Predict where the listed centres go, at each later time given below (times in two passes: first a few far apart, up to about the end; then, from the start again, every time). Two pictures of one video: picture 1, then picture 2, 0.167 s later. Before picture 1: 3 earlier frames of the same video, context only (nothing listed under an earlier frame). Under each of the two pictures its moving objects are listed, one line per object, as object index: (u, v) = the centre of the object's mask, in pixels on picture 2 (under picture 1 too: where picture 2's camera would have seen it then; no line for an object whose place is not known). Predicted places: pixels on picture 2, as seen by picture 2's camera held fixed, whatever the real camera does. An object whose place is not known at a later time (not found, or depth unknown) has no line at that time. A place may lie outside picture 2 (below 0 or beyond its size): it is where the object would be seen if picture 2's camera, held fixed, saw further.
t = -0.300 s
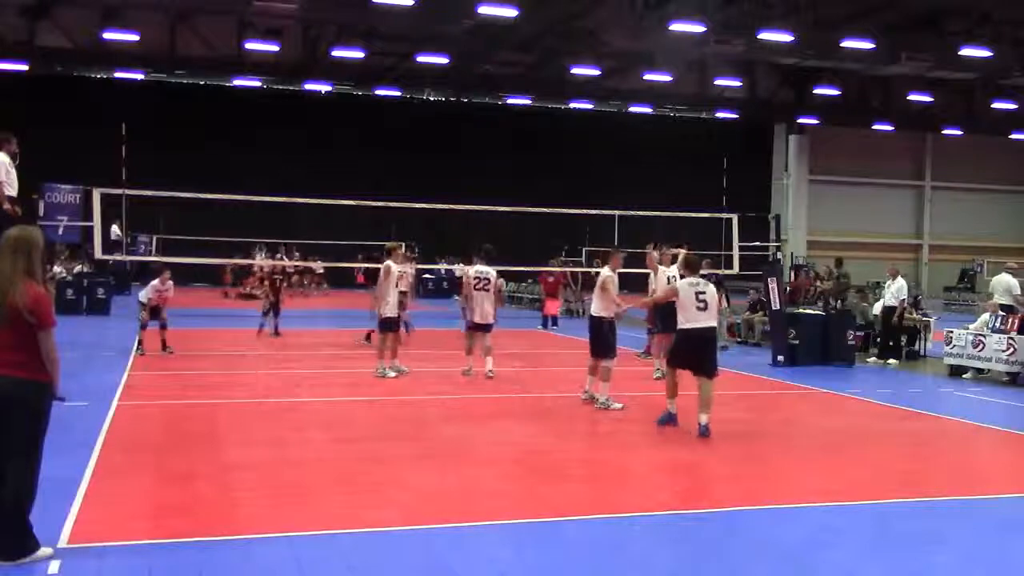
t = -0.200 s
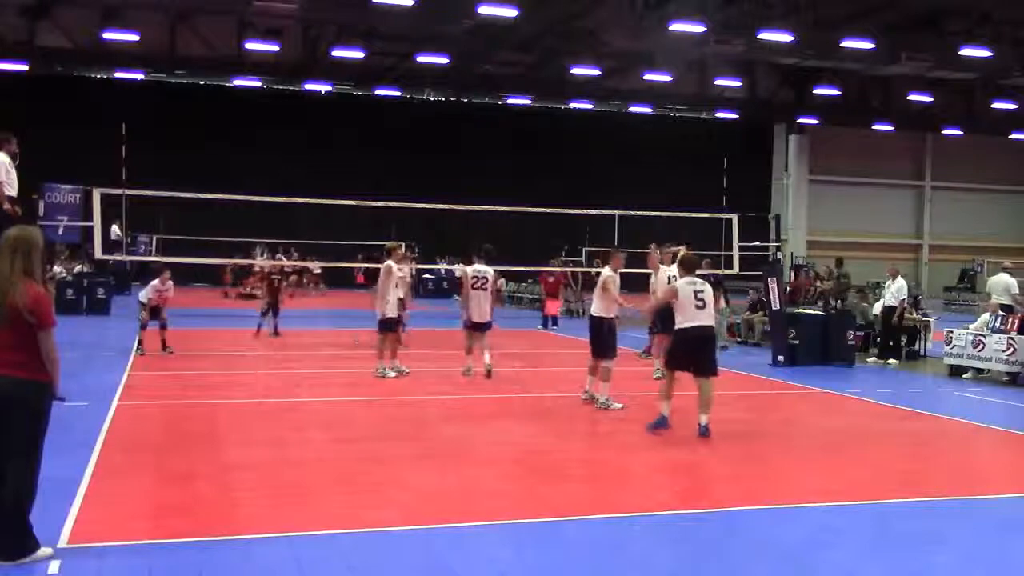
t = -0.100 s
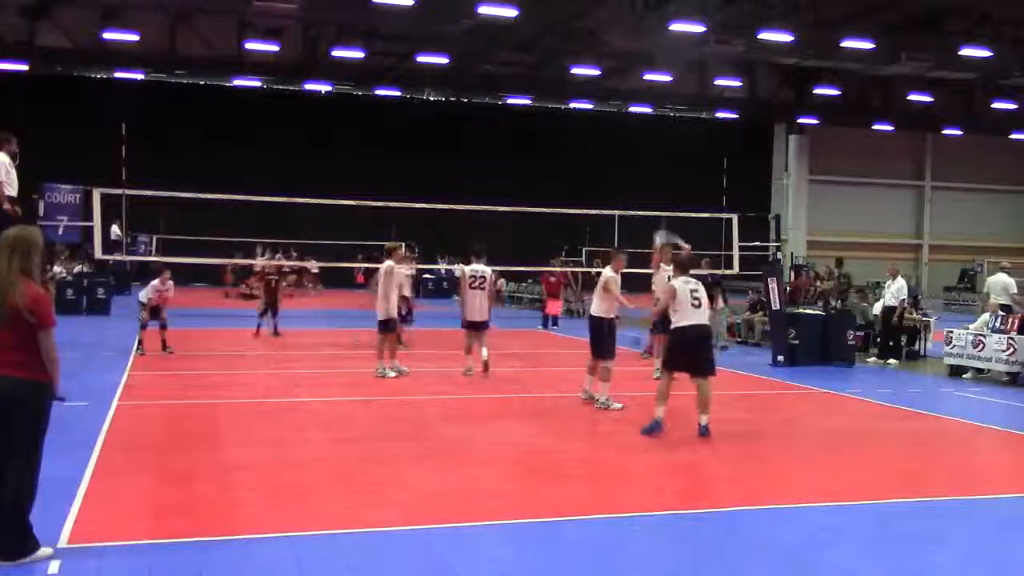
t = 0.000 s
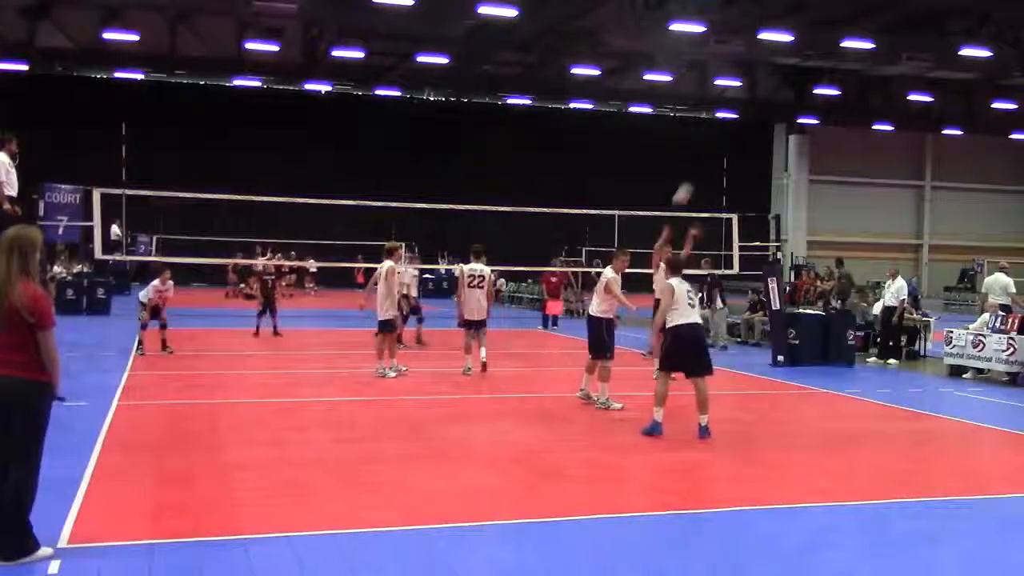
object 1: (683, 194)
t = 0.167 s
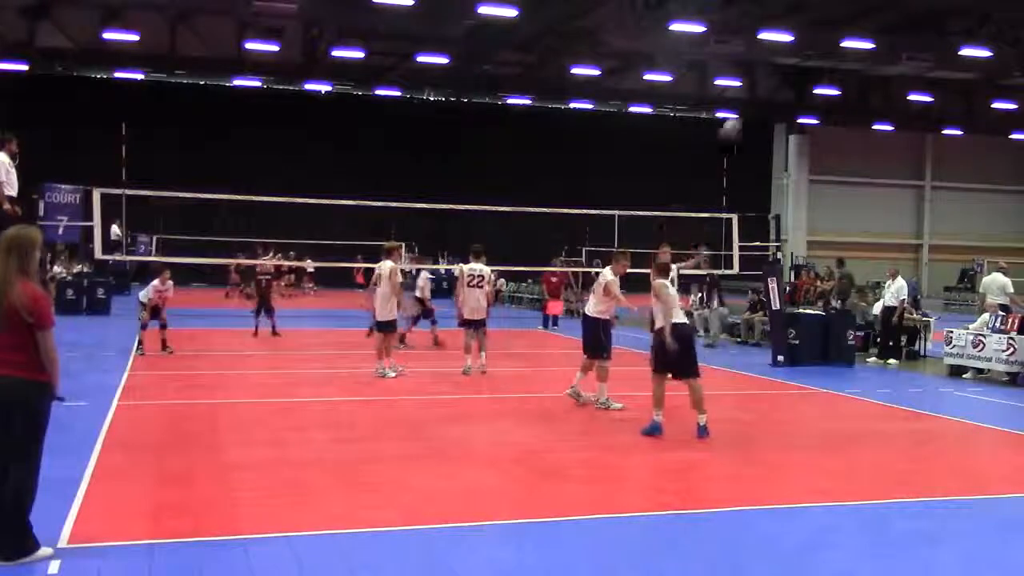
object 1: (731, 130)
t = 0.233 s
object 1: (753, 103)
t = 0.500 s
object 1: (847, 33)
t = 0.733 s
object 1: (949, 24)
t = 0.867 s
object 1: (1013, 42)
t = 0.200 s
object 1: (744, 113)
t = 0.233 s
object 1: (753, 103)
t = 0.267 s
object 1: (763, 92)
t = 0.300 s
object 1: (774, 82)
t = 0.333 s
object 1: (785, 73)
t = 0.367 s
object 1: (796, 65)
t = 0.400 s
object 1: (808, 57)
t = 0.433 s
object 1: (821, 49)
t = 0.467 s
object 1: (833, 41)
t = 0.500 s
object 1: (847, 33)
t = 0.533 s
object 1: (861, 30)
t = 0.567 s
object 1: (874, 27)
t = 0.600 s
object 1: (888, 24)
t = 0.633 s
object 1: (903, 23)
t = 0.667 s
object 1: (918, 23)
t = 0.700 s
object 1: (933, 22)
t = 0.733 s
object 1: (949, 24)
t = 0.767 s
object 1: (965, 26)
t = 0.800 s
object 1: (981, 29)
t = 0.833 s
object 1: (999, 35)
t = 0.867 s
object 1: (1013, 42)
